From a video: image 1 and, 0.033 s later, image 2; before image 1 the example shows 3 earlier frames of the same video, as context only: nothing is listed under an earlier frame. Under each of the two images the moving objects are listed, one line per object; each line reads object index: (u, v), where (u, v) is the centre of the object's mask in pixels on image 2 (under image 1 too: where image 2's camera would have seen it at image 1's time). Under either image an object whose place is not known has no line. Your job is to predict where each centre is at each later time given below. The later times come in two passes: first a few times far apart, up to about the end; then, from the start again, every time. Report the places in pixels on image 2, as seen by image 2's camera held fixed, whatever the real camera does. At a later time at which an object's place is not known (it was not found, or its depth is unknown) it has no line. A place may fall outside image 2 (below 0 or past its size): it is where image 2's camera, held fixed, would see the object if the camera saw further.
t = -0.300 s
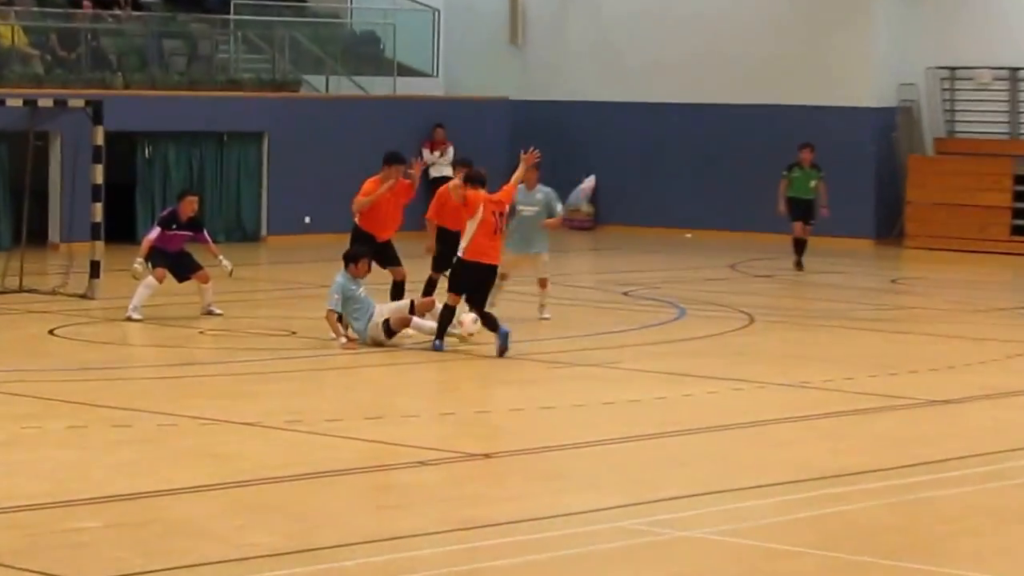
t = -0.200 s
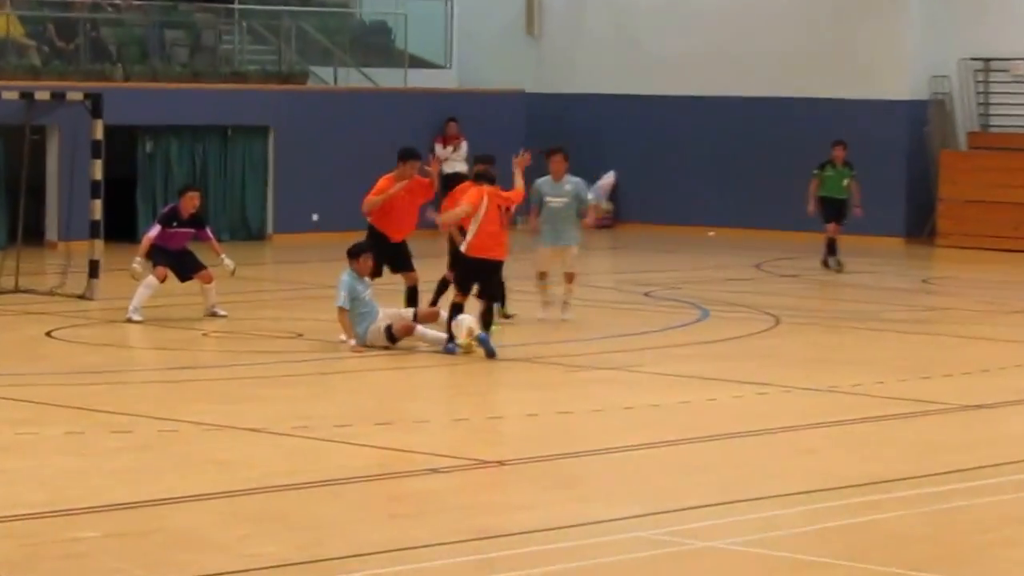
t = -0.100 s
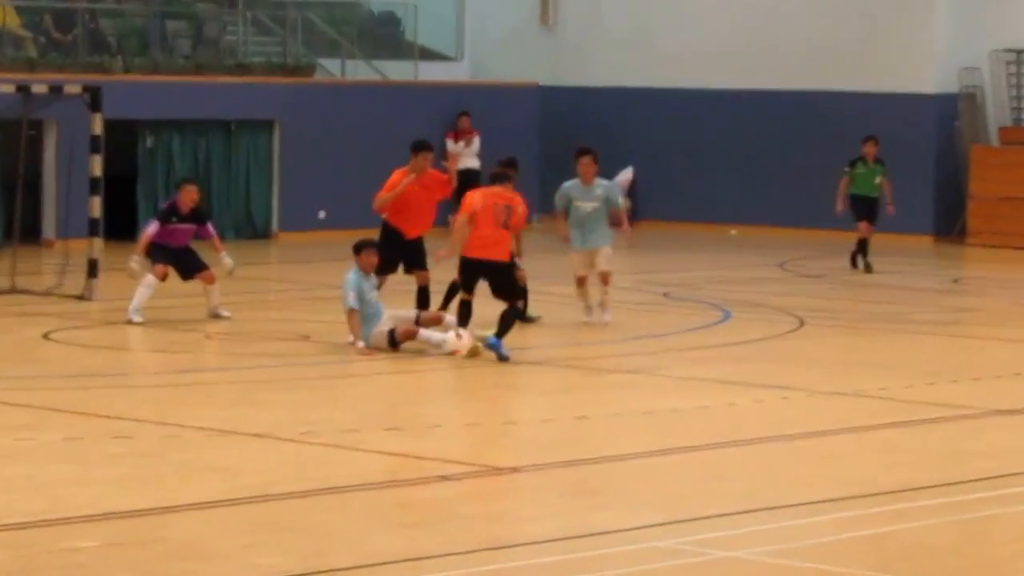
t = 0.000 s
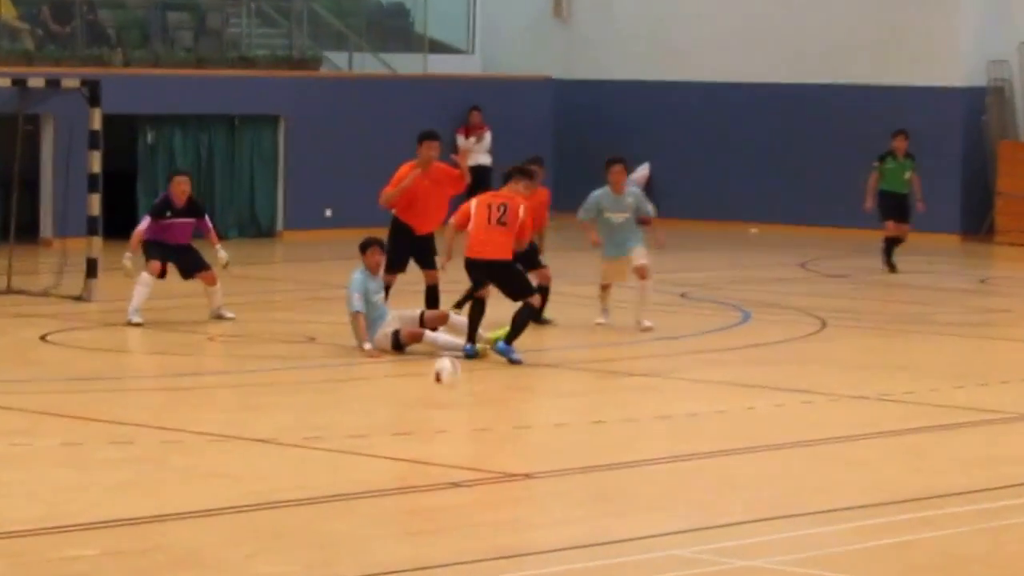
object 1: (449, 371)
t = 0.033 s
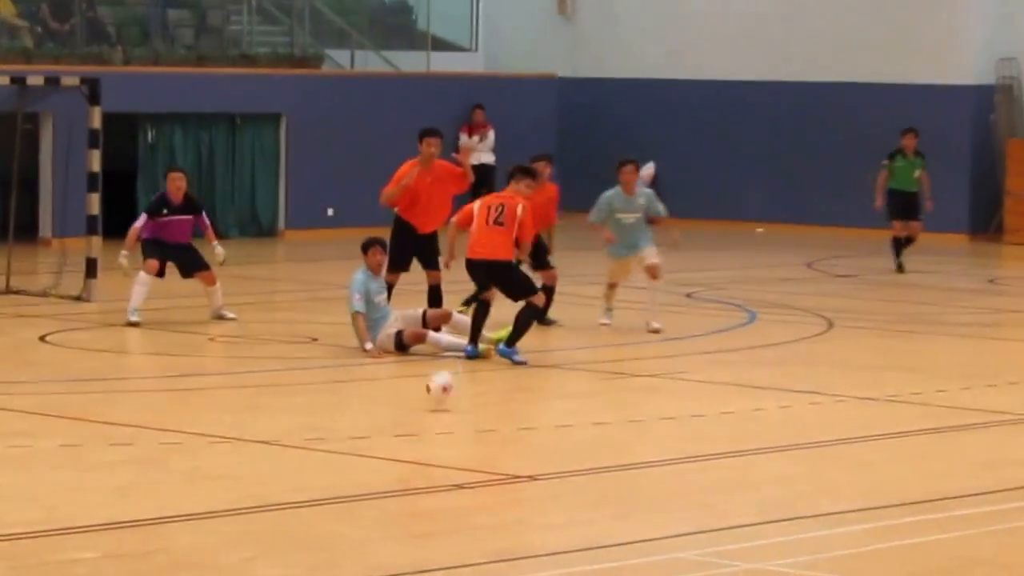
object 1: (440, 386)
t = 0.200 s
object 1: (425, 397)
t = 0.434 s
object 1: (412, 431)
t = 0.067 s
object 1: (435, 398)
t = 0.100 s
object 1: (433, 395)
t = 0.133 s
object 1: (430, 394)
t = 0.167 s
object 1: (427, 395)
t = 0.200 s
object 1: (425, 397)
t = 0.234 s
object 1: (421, 401)
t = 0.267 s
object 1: (419, 408)
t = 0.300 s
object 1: (415, 418)
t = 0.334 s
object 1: (413, 428)
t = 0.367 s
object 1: (412, 427)
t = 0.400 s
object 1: (412, 428)
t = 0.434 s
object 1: (412, 431)
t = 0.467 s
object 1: (412, 435)
